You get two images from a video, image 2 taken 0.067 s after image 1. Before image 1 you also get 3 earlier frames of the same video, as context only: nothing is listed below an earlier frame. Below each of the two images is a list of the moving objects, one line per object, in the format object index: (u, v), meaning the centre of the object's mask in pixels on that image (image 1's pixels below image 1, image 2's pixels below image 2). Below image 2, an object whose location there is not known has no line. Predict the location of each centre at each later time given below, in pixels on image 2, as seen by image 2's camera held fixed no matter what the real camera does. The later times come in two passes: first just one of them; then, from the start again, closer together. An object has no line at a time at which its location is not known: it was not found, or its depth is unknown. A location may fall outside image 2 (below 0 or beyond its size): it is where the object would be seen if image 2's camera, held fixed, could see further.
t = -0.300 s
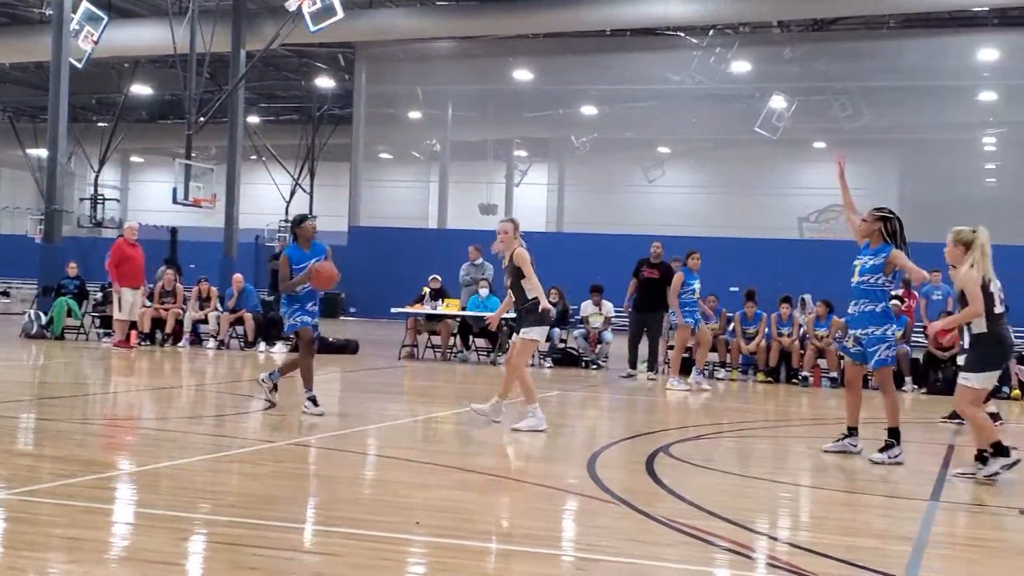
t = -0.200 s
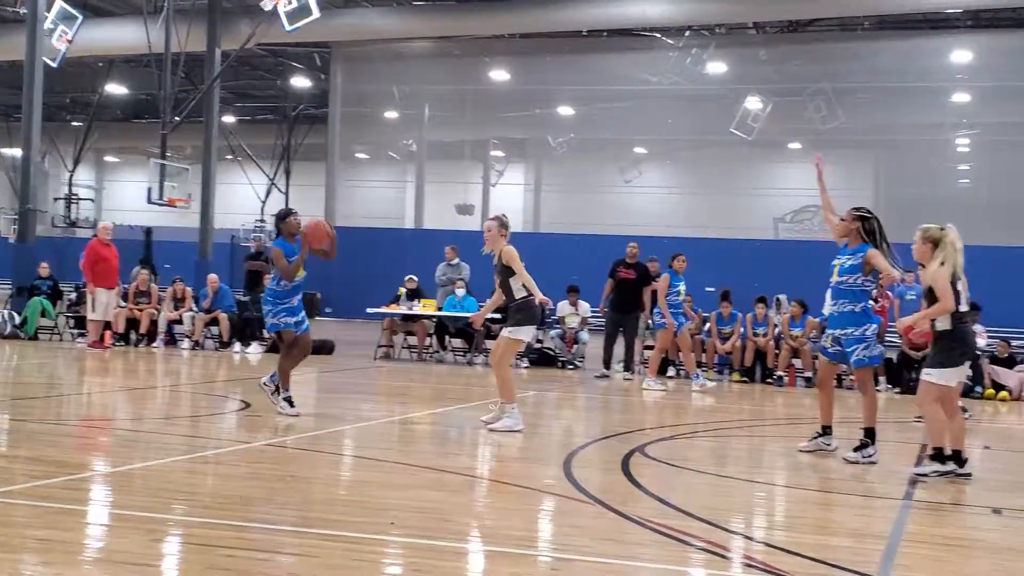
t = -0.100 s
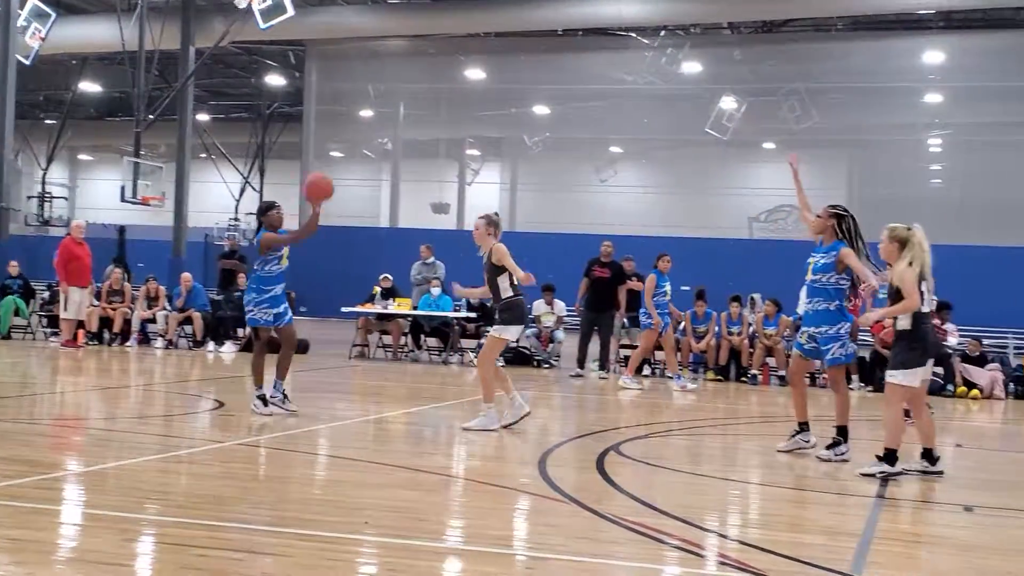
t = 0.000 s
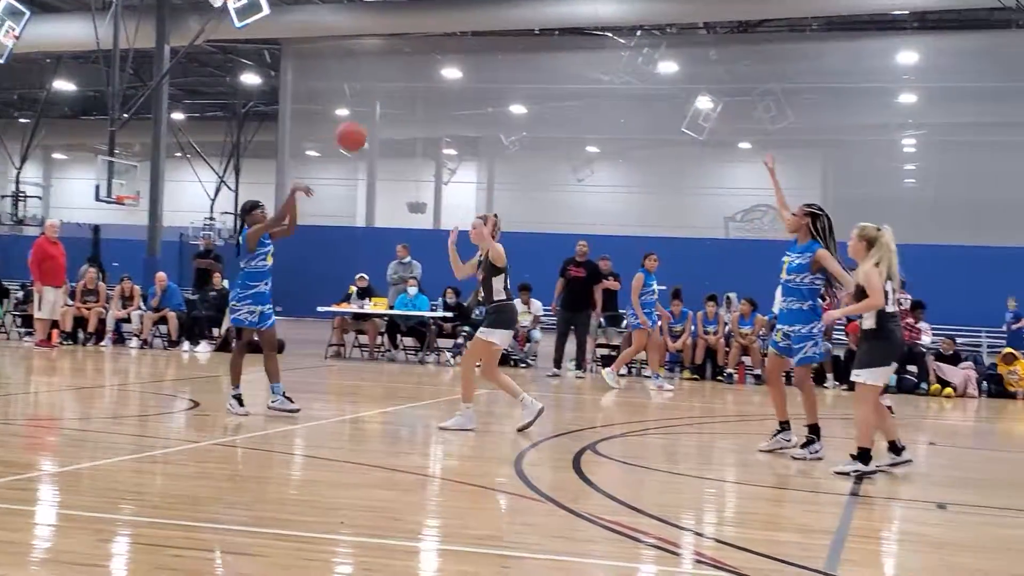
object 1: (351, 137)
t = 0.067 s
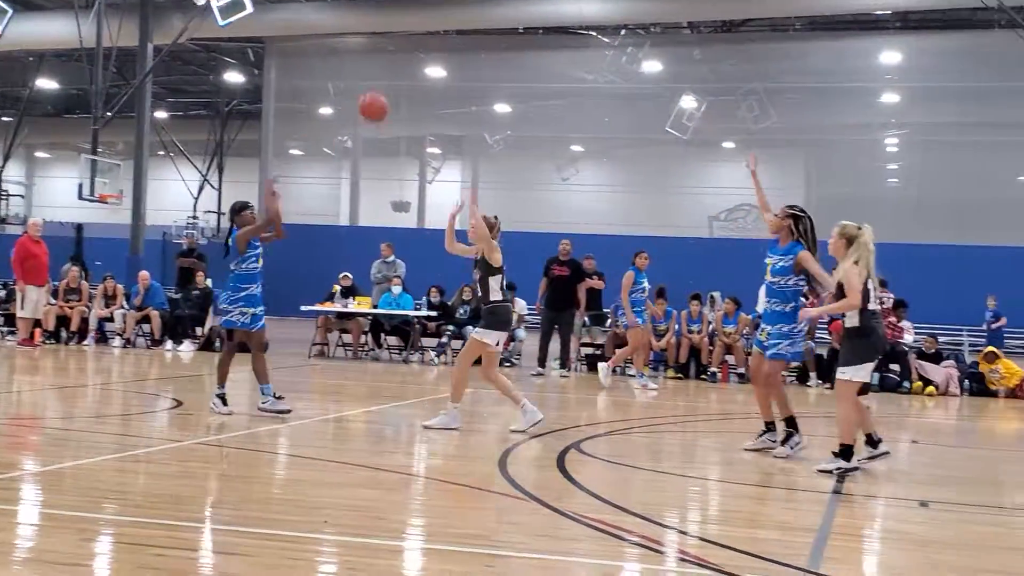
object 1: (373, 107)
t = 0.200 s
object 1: (450, 69)
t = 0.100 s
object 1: (391, 96)
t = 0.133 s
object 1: (409, 86)
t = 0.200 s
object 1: (450, 69)
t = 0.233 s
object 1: (467, 63)
